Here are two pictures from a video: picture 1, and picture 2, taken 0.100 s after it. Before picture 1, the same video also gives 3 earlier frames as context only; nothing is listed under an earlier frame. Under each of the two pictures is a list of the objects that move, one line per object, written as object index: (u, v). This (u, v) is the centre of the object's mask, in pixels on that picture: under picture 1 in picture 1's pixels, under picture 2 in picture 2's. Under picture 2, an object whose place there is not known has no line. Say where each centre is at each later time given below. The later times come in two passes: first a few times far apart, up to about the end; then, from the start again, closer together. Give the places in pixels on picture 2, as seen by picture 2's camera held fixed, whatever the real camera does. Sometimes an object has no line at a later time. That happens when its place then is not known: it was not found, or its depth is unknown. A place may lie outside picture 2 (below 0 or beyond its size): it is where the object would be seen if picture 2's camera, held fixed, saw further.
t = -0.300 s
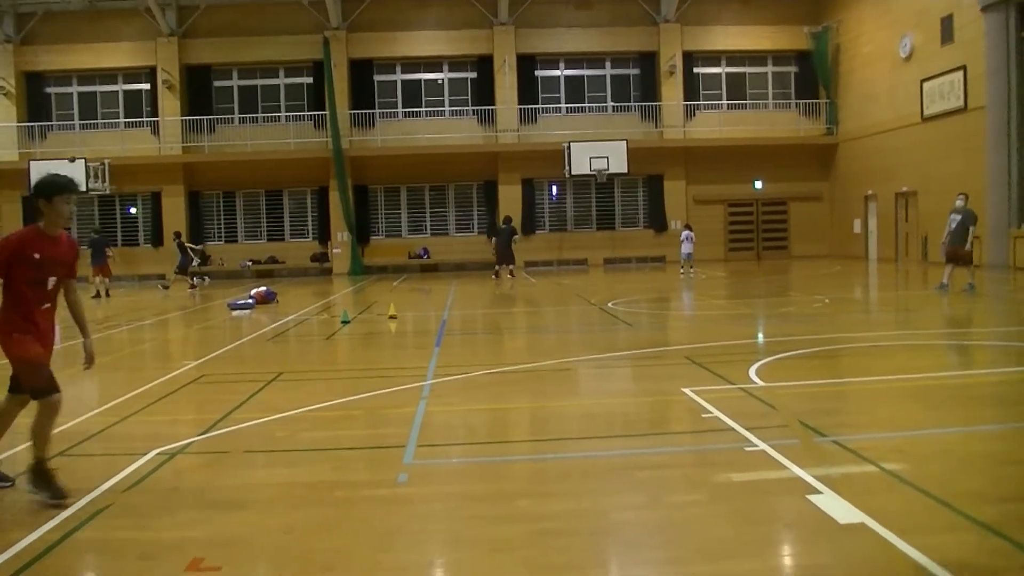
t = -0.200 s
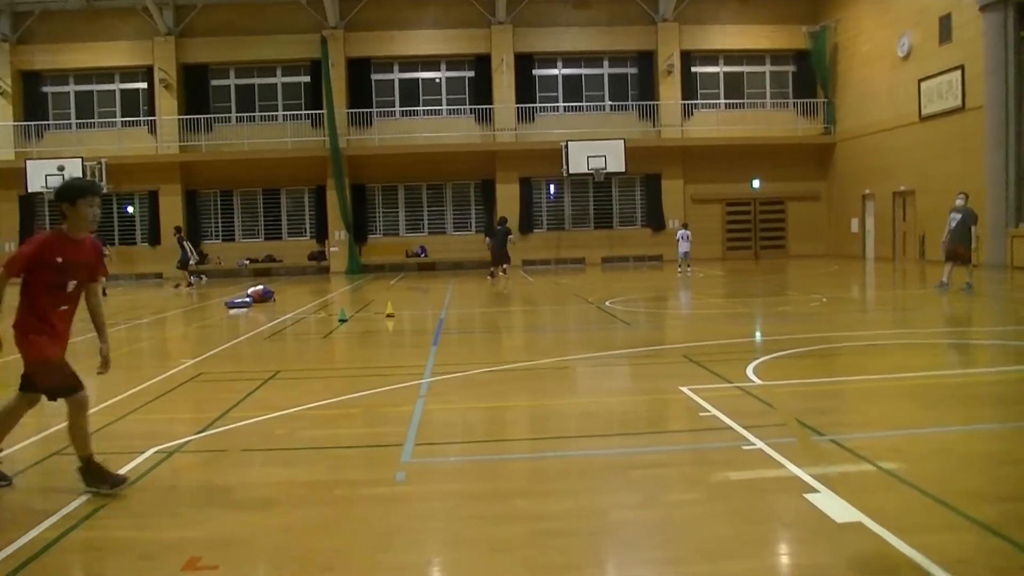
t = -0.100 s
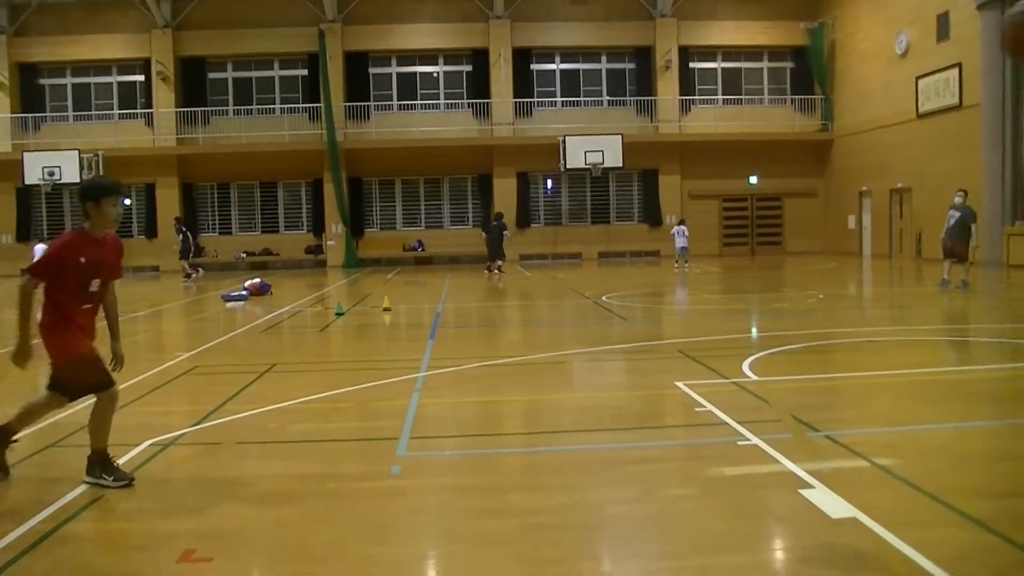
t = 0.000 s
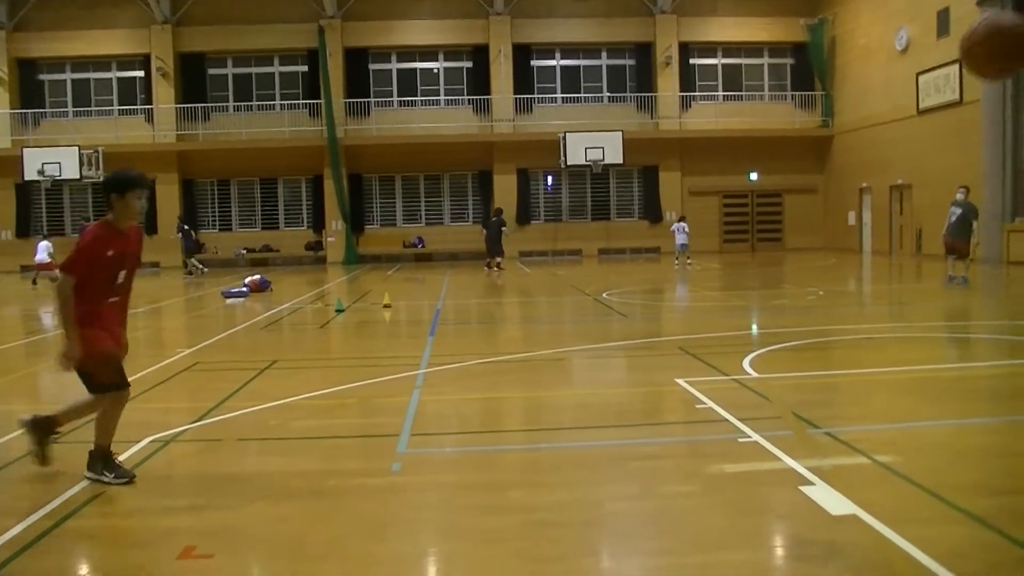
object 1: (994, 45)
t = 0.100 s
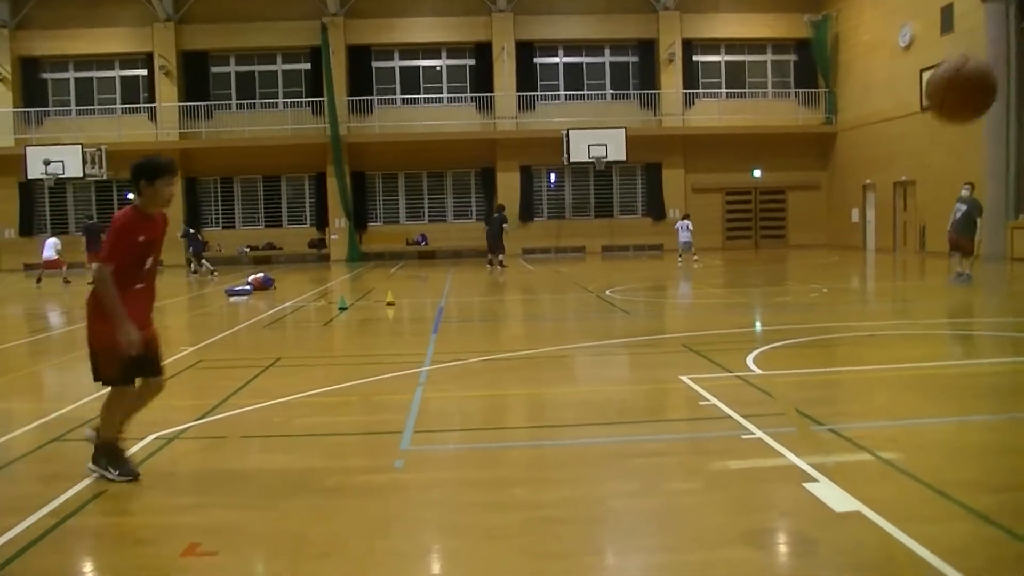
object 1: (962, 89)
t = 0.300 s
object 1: (886, 260)
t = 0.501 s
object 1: (813, 516)
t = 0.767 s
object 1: (748, 289)
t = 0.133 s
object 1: (948, 111)
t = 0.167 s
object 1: (935, 135)
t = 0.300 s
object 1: (886, 260)
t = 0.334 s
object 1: (875, 298)
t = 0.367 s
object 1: (862, 337)
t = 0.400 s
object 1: (850, 379)
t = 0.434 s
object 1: (838, 422)
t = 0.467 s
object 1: (826, 470)
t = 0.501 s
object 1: (813, 516)
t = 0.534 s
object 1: (805, 480)
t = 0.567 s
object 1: (797, 445)
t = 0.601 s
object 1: (789, 413)
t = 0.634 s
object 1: (781, 384)
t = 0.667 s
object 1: (772, 355)
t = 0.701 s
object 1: (763, 330)
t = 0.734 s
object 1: (754, 308)
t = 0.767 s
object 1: (748, 289)
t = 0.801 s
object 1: (739, 271)
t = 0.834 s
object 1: (732, 258)
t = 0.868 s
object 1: (724, 247)
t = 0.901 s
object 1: (714, 238)
